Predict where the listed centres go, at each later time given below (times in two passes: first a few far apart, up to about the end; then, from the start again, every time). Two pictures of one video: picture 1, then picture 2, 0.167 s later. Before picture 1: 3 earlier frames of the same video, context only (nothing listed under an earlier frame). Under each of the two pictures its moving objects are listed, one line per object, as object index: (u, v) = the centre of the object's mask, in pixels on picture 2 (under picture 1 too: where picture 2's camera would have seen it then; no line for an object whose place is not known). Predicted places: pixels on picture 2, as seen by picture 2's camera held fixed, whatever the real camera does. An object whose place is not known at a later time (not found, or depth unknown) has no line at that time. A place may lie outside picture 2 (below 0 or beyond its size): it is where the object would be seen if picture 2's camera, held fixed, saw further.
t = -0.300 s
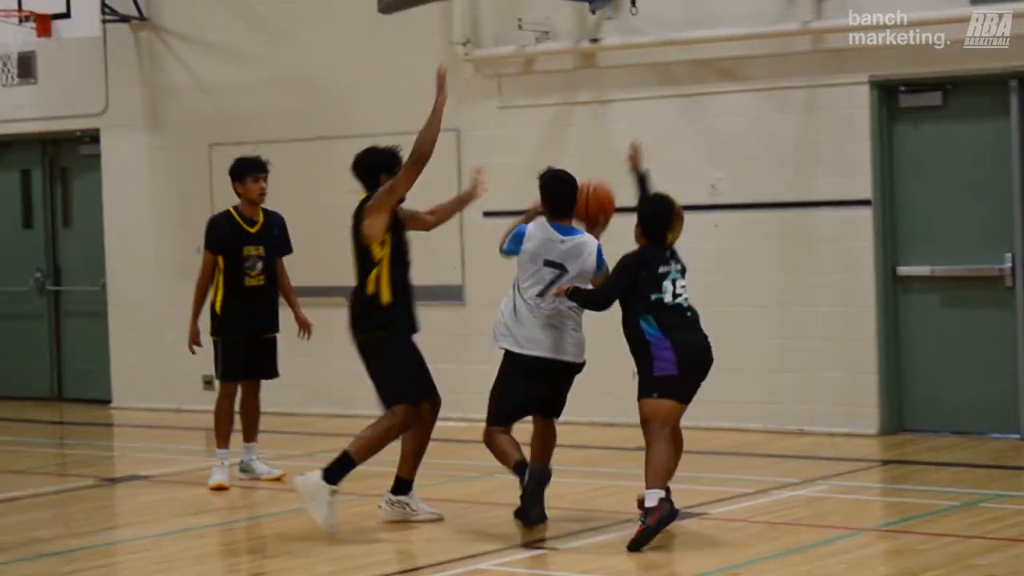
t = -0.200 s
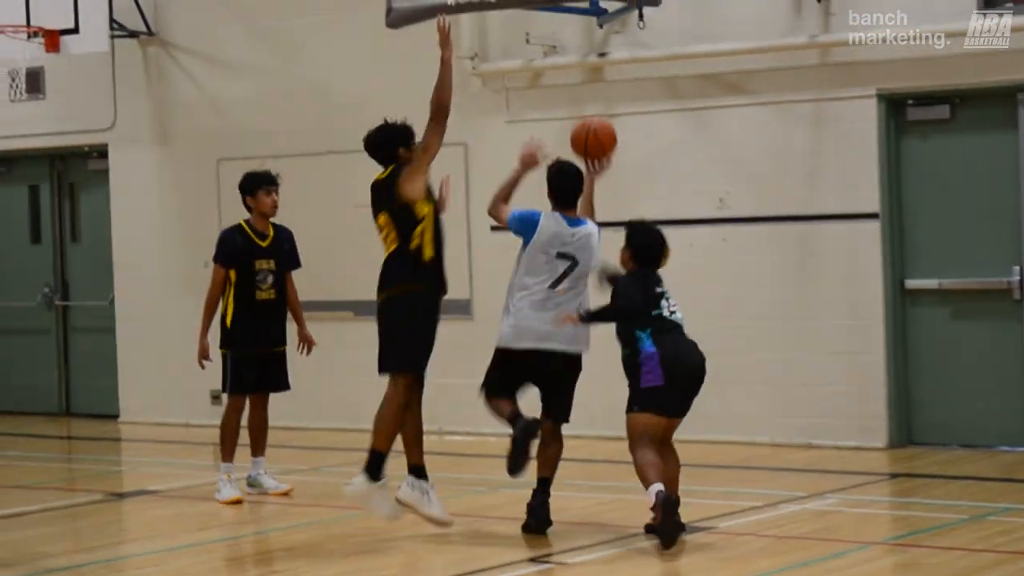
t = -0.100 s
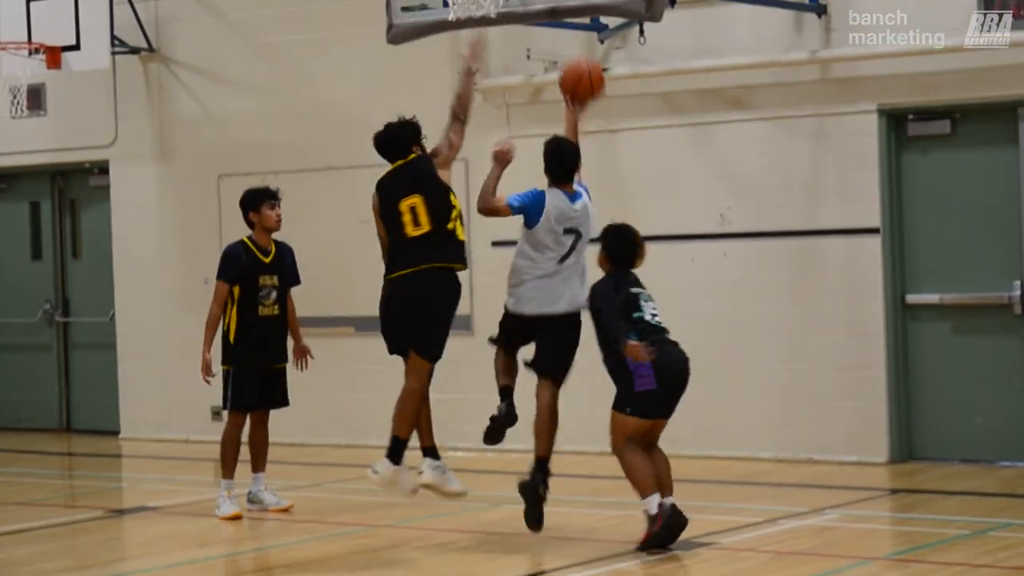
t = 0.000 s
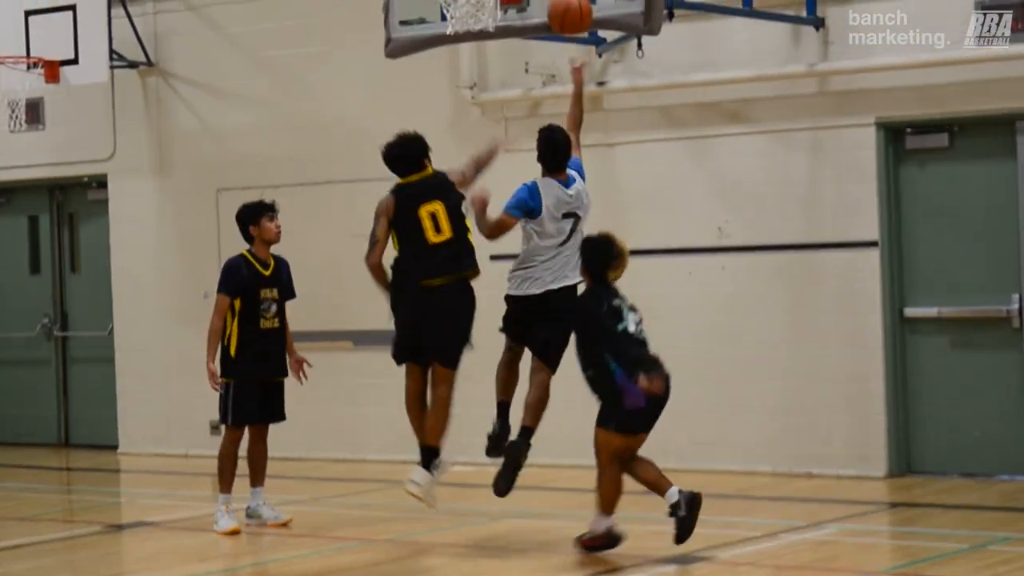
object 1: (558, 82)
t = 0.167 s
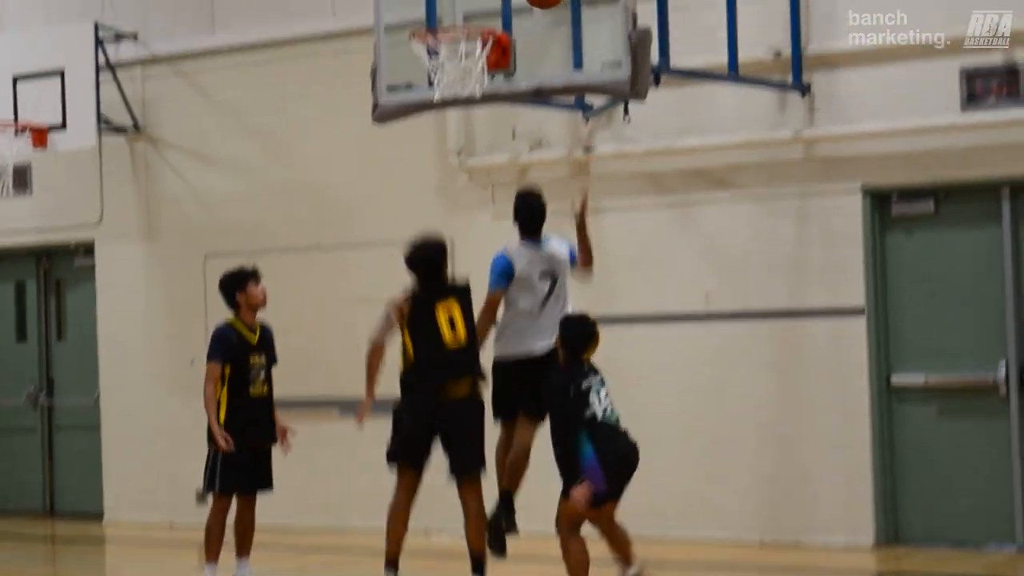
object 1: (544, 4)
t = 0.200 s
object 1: (541, -12)
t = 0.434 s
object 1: (496, -49)
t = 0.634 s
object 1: (453, 10)
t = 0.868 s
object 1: (444, 12)
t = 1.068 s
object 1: (468, 10)
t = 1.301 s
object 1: (431, 54)
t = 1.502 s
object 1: (435, 72)
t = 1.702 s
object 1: (461, 137)
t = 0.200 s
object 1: (541, -12)
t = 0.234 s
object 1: (539, -26)
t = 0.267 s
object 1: (535, -39)
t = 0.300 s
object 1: (527, -49)
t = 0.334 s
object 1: (519, -52)
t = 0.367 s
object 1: (511, -54)
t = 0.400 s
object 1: (503, -52)
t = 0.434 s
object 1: (496, -49)
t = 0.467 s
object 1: (489, -43)
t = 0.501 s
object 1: (481, -36)
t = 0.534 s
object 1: (474, -25)
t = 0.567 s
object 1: (467, -14)
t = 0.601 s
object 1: (459, -1)
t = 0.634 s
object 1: (453, 10)
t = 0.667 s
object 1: (451, 8)
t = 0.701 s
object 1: (448, 8)
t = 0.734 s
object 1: (445, 9)
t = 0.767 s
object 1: (443, 12)
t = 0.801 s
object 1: (440, 17)
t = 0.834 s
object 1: (439, 18)
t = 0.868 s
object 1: (444, 12)
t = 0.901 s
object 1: (447, 9)
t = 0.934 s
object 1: (452, 6)
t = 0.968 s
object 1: (456, 5)
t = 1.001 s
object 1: (460, 5)
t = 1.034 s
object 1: (464, 7)
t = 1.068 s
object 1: (468, 10)
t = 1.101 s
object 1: (472, 14)
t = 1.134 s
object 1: (467, 14)
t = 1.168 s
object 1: (459, 16)
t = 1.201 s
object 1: (452, 18)
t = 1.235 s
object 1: (443, 27)
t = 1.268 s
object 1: (438, 41)
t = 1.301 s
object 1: (431, 54)
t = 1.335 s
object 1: (426, 62)
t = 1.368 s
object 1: (426, 64)
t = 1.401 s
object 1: (427, 65)
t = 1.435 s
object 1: (428, 67)
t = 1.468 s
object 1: (431, 69)
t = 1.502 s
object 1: (435, 72)
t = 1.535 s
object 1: (439, 78)
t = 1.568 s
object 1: (444, 85)
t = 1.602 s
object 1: (448, 97)
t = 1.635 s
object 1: (452, 107)
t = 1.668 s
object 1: (455, 120)
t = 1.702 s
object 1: (461, 137)
